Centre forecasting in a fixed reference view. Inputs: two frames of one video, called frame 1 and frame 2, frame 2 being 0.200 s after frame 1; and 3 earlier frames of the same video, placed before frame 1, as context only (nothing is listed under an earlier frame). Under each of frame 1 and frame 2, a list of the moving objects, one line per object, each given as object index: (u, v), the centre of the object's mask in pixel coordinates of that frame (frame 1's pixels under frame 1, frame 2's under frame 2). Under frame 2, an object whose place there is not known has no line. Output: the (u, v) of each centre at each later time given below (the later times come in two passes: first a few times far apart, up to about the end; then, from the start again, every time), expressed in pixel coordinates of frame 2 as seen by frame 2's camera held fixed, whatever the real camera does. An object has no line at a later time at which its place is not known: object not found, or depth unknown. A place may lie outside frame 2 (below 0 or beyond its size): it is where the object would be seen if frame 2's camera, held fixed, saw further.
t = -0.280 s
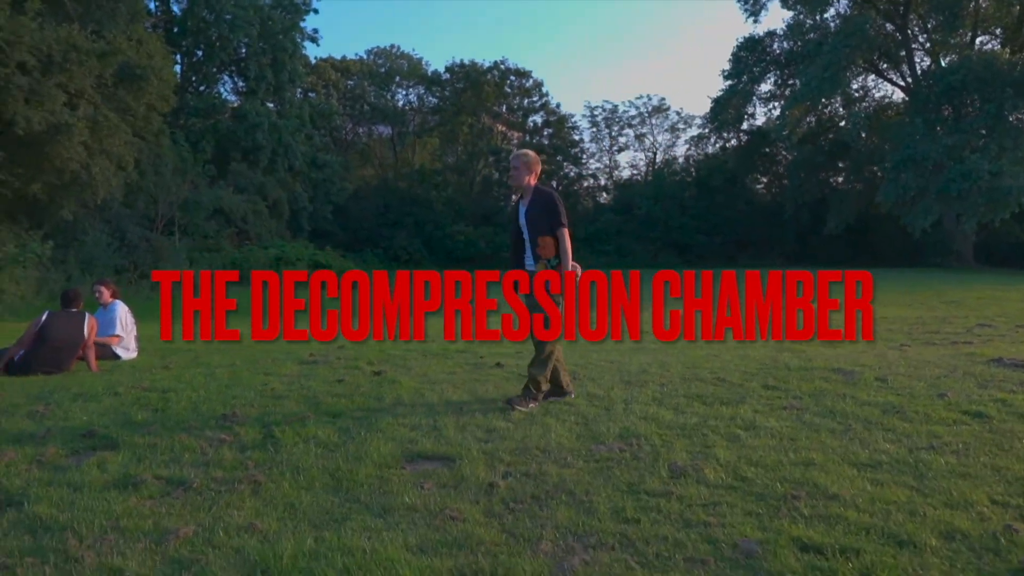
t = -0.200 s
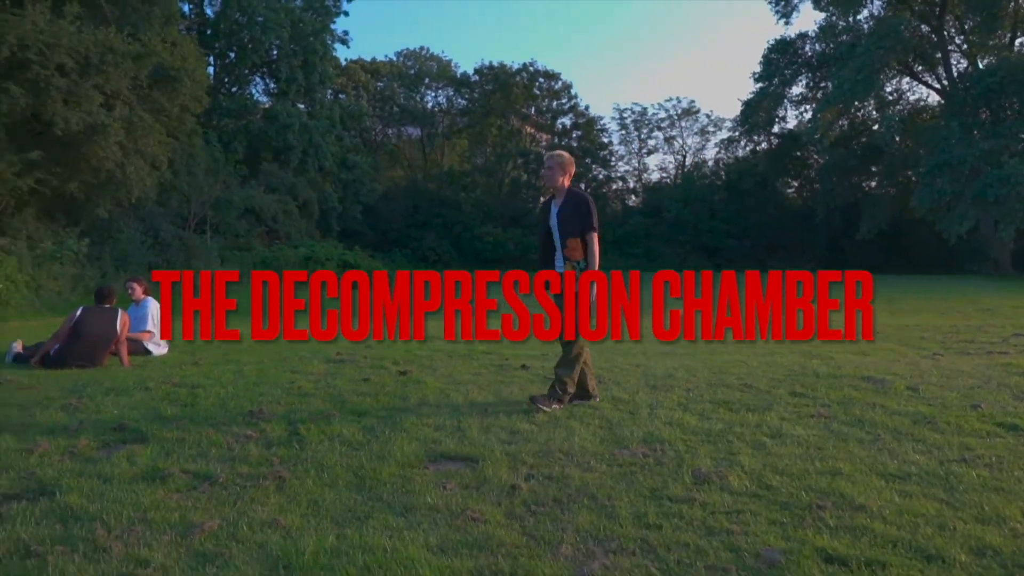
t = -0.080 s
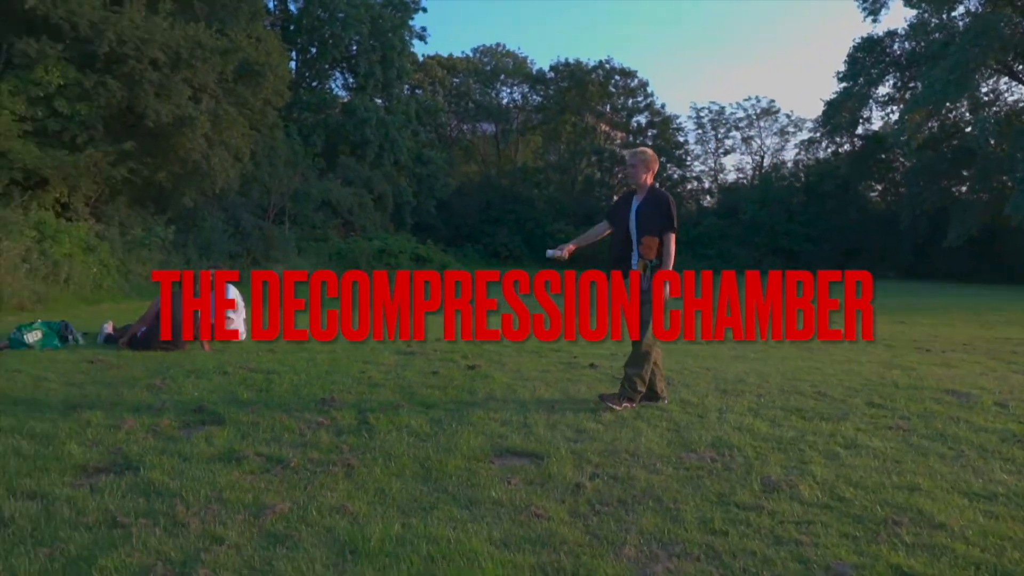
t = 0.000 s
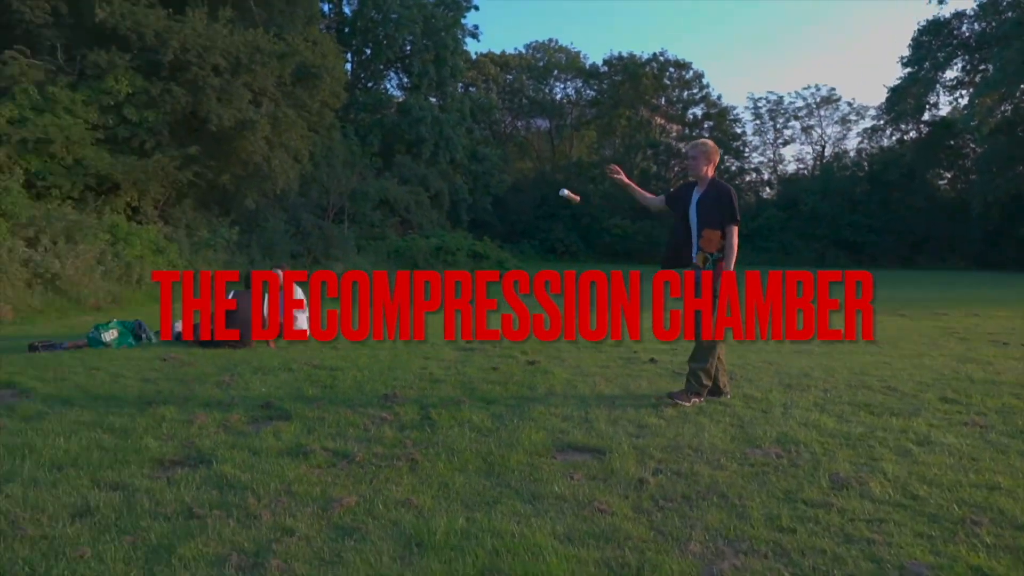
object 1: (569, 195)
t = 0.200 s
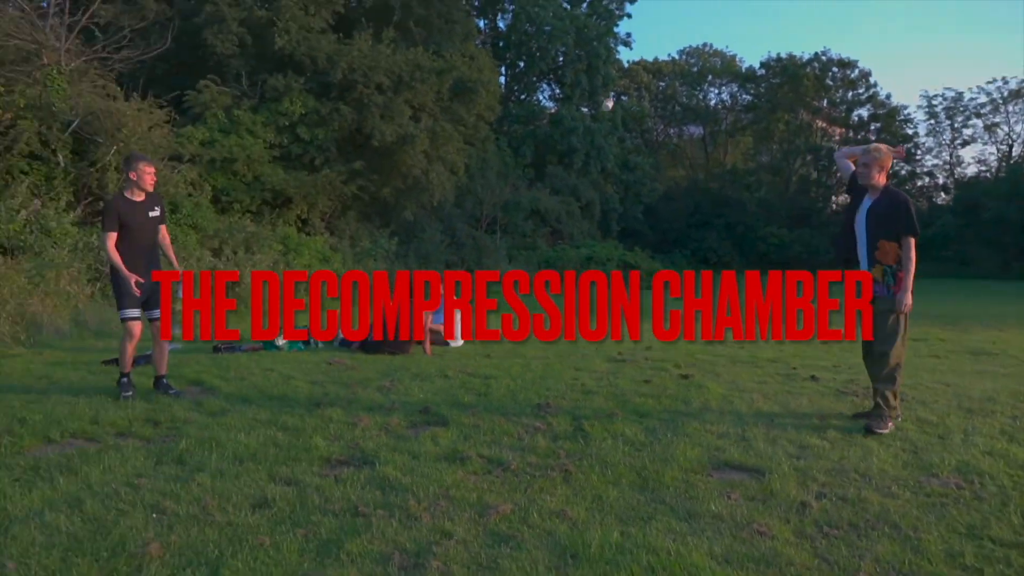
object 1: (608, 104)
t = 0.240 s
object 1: (584, 92)
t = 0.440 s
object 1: (463, 59)
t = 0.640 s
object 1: (340, 88)
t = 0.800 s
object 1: (251, 154)
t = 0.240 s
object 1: (584, 92)
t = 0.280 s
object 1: (560, 80)
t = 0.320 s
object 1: (535, 71)
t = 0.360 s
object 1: (512, 66)
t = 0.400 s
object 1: (488, 61)
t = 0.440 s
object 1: (463, 59)
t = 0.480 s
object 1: (439, 60)
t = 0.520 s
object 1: (415, 62)
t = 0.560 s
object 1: (389, 68)
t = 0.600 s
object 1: (364, 77)
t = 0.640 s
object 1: (340, 88)
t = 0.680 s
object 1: (316, 101)
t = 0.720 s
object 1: (295, 116)
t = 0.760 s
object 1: (273, 133)
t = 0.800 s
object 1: (251, 154)
